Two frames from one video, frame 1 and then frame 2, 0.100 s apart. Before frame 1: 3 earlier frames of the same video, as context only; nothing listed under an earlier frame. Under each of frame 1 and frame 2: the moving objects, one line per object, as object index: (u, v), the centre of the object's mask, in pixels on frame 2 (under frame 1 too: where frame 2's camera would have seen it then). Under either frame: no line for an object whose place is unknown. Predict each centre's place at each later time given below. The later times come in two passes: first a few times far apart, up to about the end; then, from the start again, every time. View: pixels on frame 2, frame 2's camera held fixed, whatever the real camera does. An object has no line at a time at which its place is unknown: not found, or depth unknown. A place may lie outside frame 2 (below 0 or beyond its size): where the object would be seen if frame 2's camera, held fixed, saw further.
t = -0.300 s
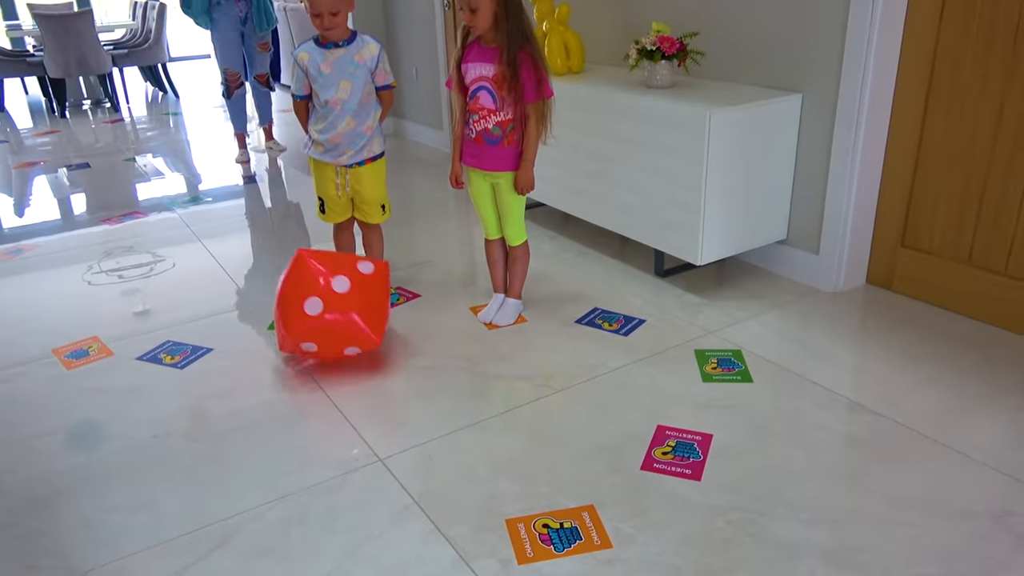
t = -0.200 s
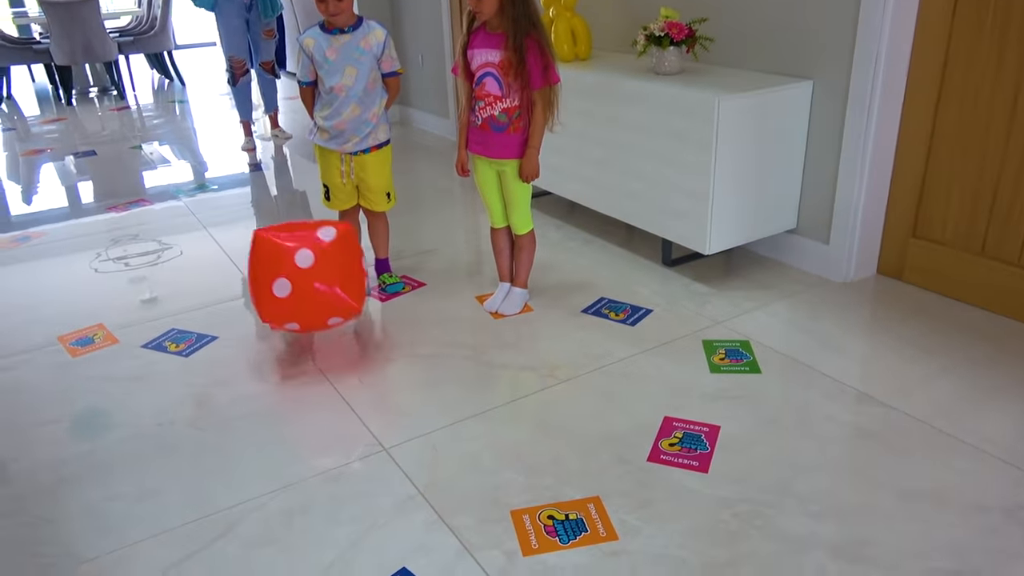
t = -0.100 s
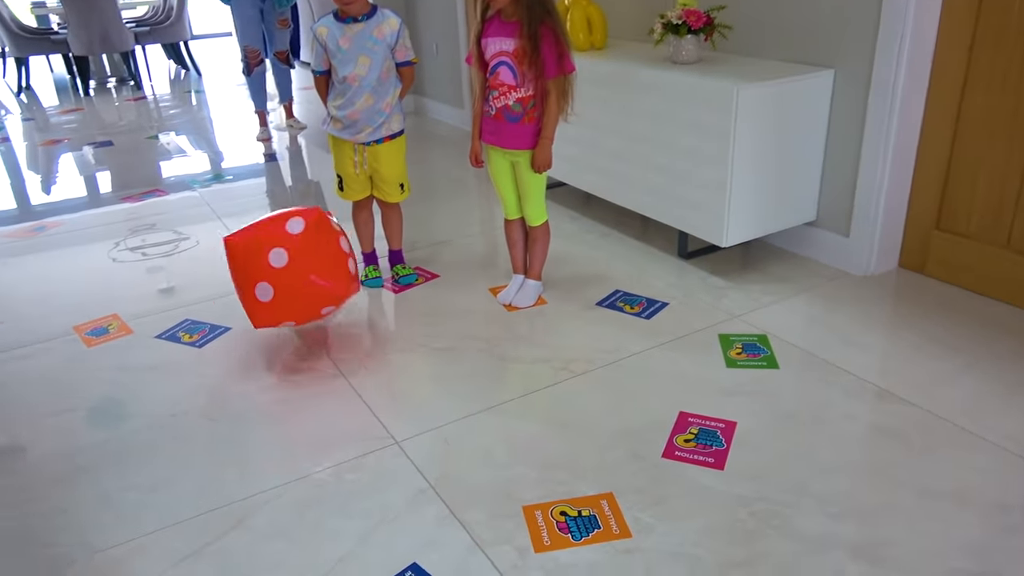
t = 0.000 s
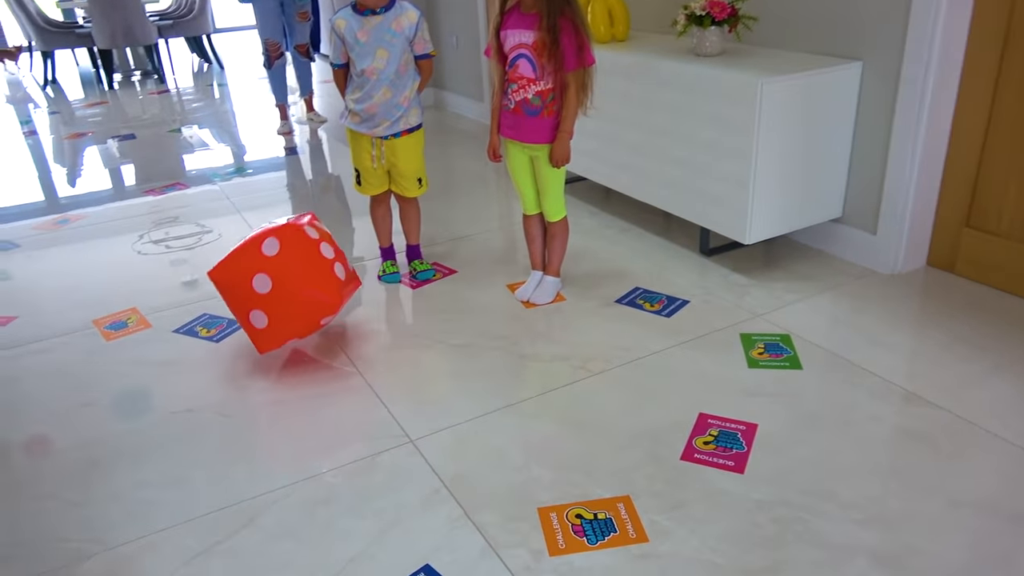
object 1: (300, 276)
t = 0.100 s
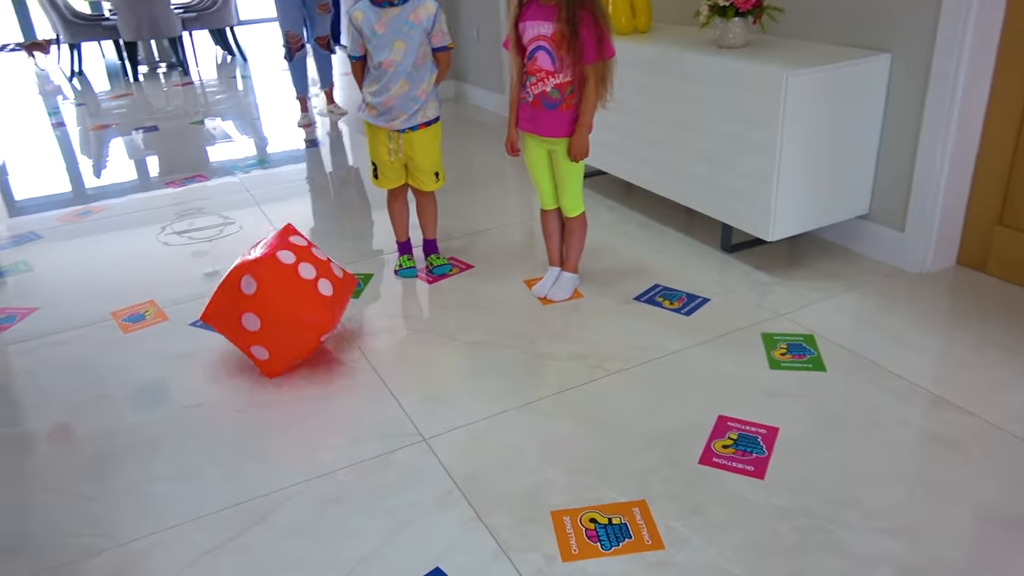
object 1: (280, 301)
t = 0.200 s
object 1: (258, 298)
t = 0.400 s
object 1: (214, 317)
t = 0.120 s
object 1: (276, 300)
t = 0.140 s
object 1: (271, 299)
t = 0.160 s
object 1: (267, 298)
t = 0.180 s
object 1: (262, 297)
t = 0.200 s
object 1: (258, 298)
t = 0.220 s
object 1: (254, 298)
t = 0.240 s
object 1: (249, 299)
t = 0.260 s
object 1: (245, 301)
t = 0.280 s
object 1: (241, 302)
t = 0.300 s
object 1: (237, 304)
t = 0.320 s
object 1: (232, 306)
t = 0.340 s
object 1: (228, 308)
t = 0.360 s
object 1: (223, 311)
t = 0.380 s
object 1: (218, 313)
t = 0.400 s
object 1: (214, 317)
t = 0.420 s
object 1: (210, 319)
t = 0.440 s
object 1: (206, 321)
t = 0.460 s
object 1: (202, 320)
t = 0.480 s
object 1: (198, 319)
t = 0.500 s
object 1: (196, 317)
